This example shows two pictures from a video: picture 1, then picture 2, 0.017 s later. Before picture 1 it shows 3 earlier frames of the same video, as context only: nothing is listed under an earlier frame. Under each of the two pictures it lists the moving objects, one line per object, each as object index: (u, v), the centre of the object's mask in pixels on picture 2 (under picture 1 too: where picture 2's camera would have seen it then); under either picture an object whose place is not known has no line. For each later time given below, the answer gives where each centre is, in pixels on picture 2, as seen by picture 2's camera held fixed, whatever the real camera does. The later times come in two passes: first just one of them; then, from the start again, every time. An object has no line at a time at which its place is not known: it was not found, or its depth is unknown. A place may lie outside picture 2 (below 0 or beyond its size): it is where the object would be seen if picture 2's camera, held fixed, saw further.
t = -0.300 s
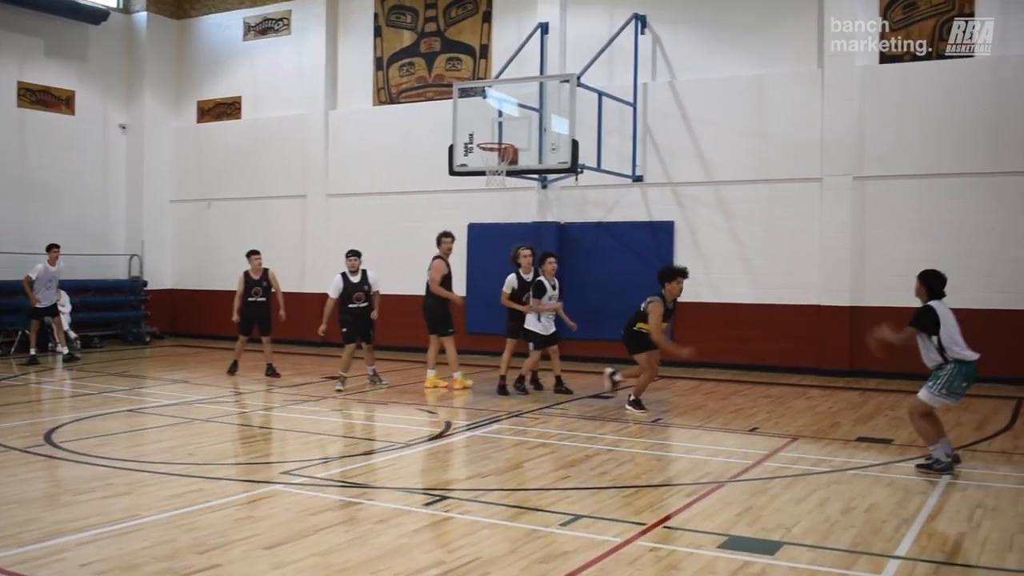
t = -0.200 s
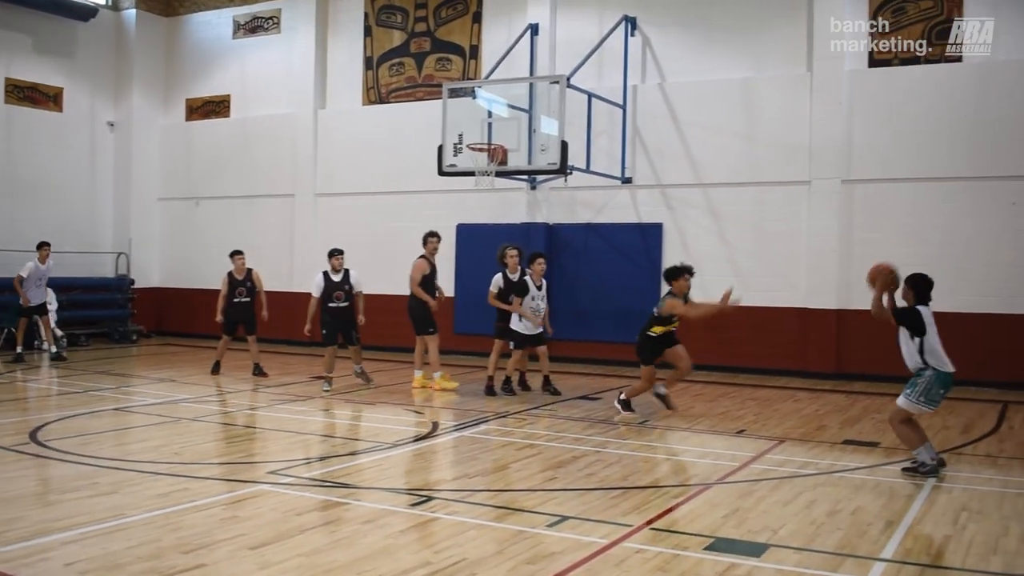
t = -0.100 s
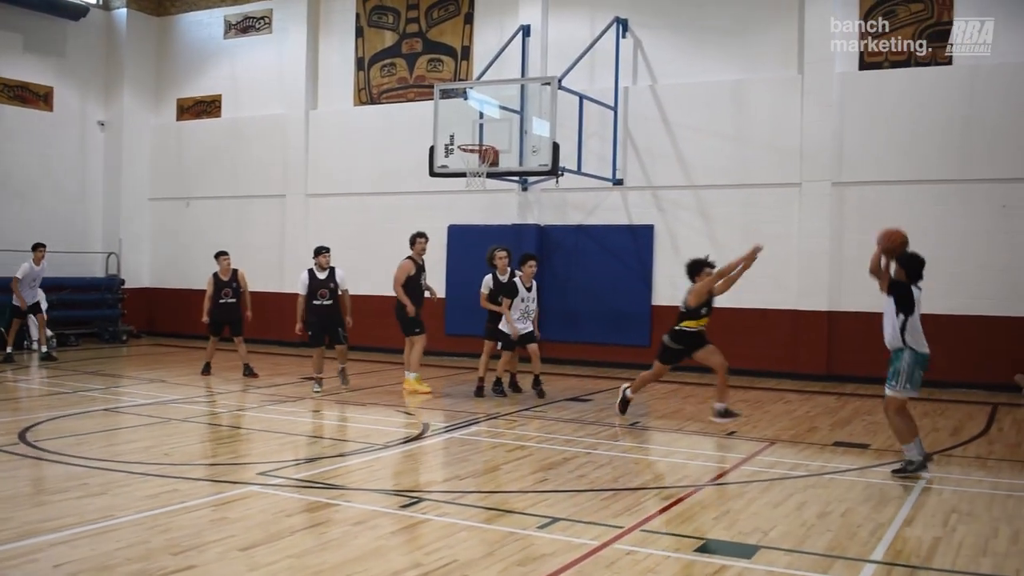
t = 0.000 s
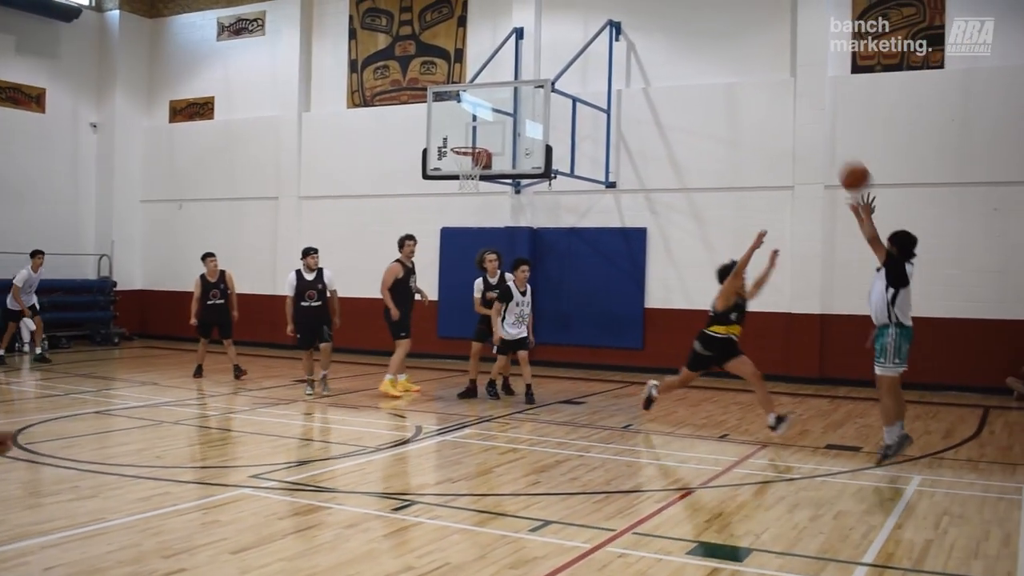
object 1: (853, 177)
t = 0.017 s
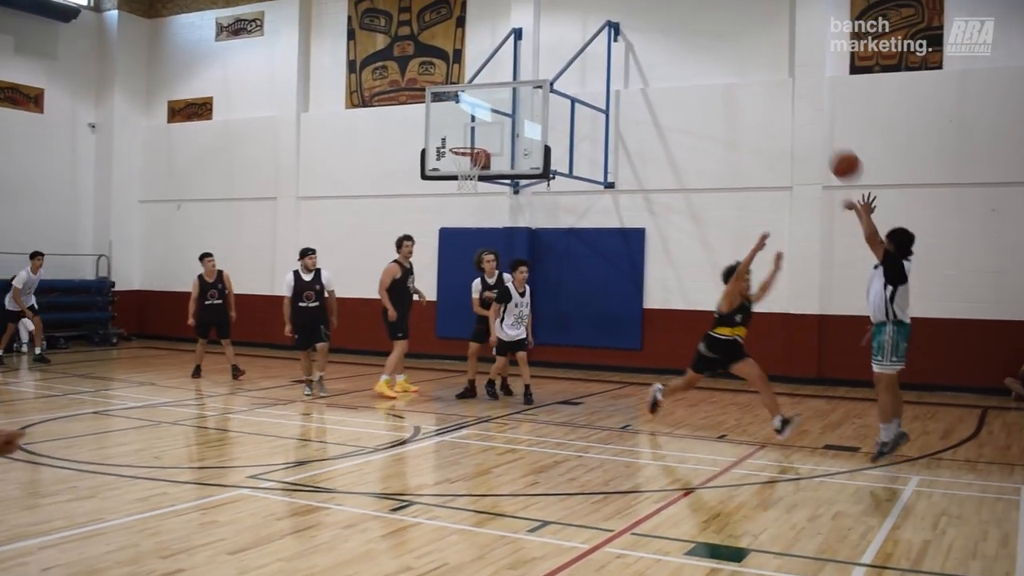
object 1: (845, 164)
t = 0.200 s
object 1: (762, 56)
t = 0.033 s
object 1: (837, 152)
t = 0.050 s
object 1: (829, 140)
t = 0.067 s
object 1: (822, 129)
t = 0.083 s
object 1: (814, 118)
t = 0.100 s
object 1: (806, 108)
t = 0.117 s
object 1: (798, 98)
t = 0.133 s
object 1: (791, 89)
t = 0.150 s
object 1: (783, 80)
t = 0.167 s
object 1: (777, 71)
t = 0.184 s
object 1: (769, 63)
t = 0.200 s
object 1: (762, 56)
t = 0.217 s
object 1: (755, 49)
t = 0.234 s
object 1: (749, 42)
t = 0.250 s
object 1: (742, 36)
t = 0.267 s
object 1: (736, 30)
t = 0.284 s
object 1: (729, 25)
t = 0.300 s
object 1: (722, 19)
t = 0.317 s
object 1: (716, 15)
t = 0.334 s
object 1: (709, 11)
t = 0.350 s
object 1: (703, 6)
